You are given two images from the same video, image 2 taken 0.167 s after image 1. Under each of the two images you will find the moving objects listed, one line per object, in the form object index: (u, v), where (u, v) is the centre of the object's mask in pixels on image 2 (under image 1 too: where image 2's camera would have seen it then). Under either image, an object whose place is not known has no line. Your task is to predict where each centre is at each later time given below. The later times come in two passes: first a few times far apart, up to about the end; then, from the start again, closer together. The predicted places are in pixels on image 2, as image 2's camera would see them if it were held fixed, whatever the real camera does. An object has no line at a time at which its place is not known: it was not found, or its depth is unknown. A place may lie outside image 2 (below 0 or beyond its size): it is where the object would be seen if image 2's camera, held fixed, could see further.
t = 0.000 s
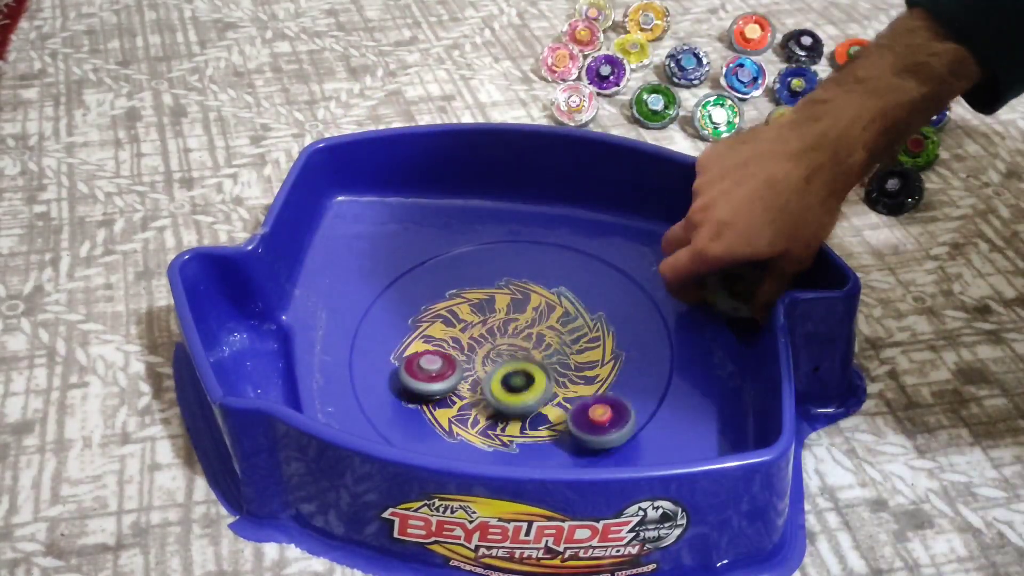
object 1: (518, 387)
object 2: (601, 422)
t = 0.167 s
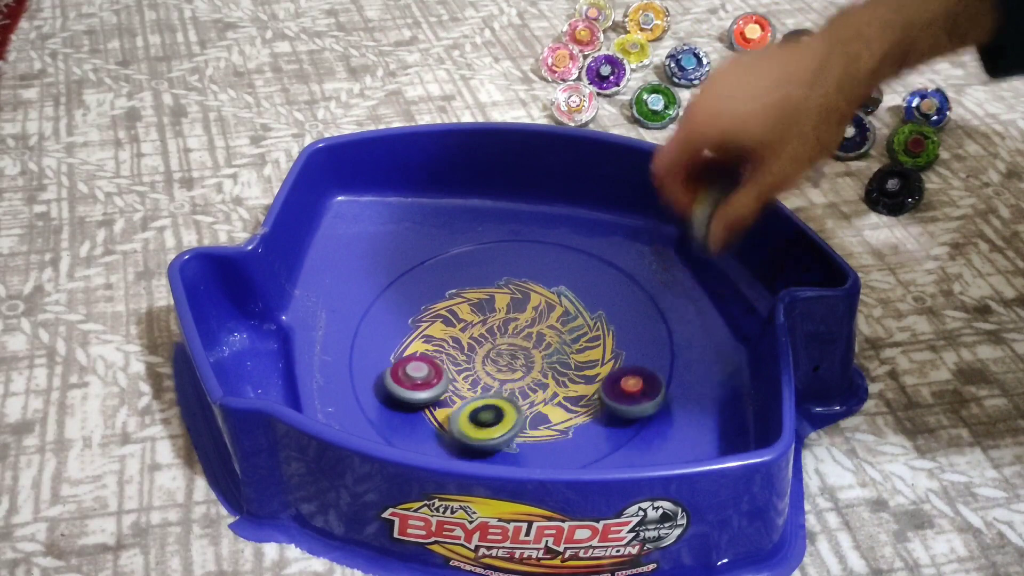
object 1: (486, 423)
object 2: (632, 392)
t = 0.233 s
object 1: (473, 433)
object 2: (623, 380)
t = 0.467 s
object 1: (504, 439)
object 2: (536, 355)
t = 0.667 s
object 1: (512, 423)
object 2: (469, 329)
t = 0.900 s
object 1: (572, 410)
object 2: (436, 235)
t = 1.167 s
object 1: (510, 355)
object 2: (336, 252)
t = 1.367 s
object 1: (605, 364)
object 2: (334, 284)
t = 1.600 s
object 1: (611, 276)
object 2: (397, 336)
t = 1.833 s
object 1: (479, 260)
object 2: (488, 341)
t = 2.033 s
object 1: (420, 344)
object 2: (557, 321)
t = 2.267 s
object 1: (511, 428)
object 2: (603, 283)
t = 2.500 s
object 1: (513, 437)
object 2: (589, 262)
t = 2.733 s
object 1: (544, 399)
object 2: (564, 289)
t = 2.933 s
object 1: (473, 362)
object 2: (550, 310)
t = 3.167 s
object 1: (396, 386)
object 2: (508, 309)
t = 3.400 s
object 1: (456, 409)
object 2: (458, 316)
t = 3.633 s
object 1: (441, 430)
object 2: (417, 340)
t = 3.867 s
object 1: (487, 398)
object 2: (415, 363)
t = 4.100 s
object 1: (566, 340)
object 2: (400, 349)
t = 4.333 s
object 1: (510, 357)
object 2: (370, 358)
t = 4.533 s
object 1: (594, 358)
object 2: (395, 372)
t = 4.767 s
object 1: (621, 310)
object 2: (486, 364)
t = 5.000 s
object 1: (600, 282)
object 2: (523, 359)
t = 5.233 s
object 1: (553, 252)
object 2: (539, 377)
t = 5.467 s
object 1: (505, 313)
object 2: (579, 366)
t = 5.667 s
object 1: (516, 380)
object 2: (585, 352)
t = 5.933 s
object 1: (596, 412)
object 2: (557, 343)
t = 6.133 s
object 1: (606, 380)
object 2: (522, 350)
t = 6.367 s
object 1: (597, 356)
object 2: (461, 371)
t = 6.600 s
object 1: (604, 319)
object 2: (438, 397)
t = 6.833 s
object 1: (531, 315)
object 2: (448, 406)
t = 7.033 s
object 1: (498, 333)
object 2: (476, 409)
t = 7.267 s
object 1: (509, 334)
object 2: (508, 395)
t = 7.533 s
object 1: (490, 276)
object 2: (533, 388)
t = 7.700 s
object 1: (461, 279)
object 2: (536, 368)
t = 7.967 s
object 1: (467, 315)
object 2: (535, 351)
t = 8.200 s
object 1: (460, 321)
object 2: (560, 346)
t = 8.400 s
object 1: (431, 330)
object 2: (560, 341)
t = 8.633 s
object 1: (450, 358)
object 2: (541, 335)
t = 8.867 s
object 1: (467, 375)
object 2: (547, 326)
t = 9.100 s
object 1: (472, 379)
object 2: (531, 323)
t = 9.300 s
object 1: (450, 375)
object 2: (515, 329)
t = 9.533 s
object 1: (446, 369)
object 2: (508, 338)
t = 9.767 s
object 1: (447, 375)
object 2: (501, 332)
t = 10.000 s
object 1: (471, 373)
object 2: (498, 319)
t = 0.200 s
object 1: (478, 427)
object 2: (631, 386)
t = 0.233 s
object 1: (473, 433)
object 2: (623, 380)
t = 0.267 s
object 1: (471, 437)
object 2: (613, 374)
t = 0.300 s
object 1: (472, 441)
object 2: (602, 368)
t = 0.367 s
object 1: (484, 446)
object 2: (575, 360)
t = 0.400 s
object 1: (492, 445)
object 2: (564, 357)
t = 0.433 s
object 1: (499, 443)
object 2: (549, 356)
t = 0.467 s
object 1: (504, 439)
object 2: (536, 355)
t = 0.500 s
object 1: (507, 435)
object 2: (520, 356)
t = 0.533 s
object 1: (509, 429)
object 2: (506, 358)
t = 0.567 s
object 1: (508, 420)
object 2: (493, 360)
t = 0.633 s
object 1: (503, 407)
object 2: (471, 360)
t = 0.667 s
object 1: (512, 423)
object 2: (469, 329)
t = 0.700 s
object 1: (521, 432)
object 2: (467, 303)
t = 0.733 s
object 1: (531, 436)
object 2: (465, 281)
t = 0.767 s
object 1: (540, 436)
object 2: (461, 262)
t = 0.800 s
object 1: (550, 433)
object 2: (457, 248)
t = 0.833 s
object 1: (560, 429)
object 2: (450, 239)
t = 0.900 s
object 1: (572, 410)
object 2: (436, 235)
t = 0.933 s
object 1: (571, 399)
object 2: (425, 235)
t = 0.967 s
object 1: (563, 388)
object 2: (411, 236)
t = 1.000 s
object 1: (553, 377)
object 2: (395, 237)
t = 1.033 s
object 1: (541, 368)
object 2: (381, 238)
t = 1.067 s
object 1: (524, 361)
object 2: (369, 239)
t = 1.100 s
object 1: (507, 358)
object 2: (356, 244)
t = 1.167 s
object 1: (510, 355)
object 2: (336, 252)
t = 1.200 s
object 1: (534, 360)
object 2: (325, 261)
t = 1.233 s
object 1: (554, 368)
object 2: (320, 268)
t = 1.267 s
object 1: (570, 372)
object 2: (317, 275)
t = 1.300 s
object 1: (584, 374)
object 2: (320, 275)
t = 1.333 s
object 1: (596, 371)
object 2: (327, 279)
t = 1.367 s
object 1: (605, 364)
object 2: (334, 284)
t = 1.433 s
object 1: (619, 346)
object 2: (348, 296)
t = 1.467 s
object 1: (624, 333)
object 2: (355, 303)
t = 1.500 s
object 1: (627, 317)
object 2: (365, 313)
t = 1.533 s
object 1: (626, 303)
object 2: (375, 322)
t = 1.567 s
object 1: (621, 289)
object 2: (385, 330)
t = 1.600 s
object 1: (611, 276)
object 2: (397, 336)
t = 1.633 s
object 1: (597, 266)
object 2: (409, 340)
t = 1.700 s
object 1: (562, 250)
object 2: (436, 342)
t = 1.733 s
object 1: (541, 248)
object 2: (450, 343)
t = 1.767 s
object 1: (519, 249)
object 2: (464, 343)
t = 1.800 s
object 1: (499, 253)
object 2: (476, 343)
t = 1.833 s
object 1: (479, 260)
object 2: (488, 341)
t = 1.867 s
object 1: (461, 270)
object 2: (501, 339)
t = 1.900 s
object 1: (446, 282)
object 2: (513, 337)
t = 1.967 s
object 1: (427, 311)
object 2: (536, 331)
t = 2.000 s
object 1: (423, 327)
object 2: (547, 326)
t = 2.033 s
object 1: (420, 344)
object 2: (557, 321)
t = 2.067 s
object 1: (421, 360)
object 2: (566, 316)
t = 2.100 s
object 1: (427, 376)
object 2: (574, 311)
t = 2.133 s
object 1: (437, 392)
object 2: (582, 306)
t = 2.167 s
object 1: (450, 406)
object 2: (589, 300)
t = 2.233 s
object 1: (488, 425)
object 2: (600, 289)
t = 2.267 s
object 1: (511, 428)
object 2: (603, 283)
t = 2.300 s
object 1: (516, 428)
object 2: (605, 277)
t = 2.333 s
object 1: (507, 434)
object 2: (605, 272)
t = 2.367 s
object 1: (503, 437)
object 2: (604, 269)
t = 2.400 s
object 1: (502, 438)
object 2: (602, 265)
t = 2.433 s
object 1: (503, 437)
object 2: (598, 263)
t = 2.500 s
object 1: (513, 437)
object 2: (589, 262)
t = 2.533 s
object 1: (522, 436)
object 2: (585, 264)
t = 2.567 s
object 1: (528, 434)
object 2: (580, 266)
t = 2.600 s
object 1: (536, 430)
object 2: (576, 269)
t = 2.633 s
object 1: (541, 424)
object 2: (571, 273)
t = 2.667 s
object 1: (544, 418)
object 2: (568, 278)
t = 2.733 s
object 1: (544, 399)
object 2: (564, 289)
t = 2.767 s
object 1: (538, 389)
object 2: (562, 295)
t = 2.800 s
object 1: (529, 381)
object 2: (561, 301)
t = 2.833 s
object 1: (516, 374)
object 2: (560, 307)
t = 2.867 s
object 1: (503, 368)
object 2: (559, 312)
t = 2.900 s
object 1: (488, 365)
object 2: (554, 310)
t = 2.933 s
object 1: (473, 362)
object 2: (550, 310)
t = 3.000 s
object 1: (444, 362)
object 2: (540, 315)
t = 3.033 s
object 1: (429, 364)
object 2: (535, 309)
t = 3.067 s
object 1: (418, 369)
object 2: (529, 305)
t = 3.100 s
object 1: (408, 374)
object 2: (522, 304)
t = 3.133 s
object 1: (400, 380)
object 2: (514, 305)
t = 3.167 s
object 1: (396, 386)
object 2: (508, 309)
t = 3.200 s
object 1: (394, 394)
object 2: (502, 315)
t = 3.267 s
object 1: (405, 408)
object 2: (490, 321)
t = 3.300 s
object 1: (416, 413)
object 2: (483, 321)
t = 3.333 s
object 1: (429, 415)
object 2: (477, 323)
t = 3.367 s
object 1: (442, 413)
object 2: (468, 320)
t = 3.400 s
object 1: (456, 409)
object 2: (458, 316)
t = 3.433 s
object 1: (452, 411)
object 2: (450, 318)
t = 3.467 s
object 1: (439, 417)
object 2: (443, 320)
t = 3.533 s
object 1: (429, 425)
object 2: (431, 327)
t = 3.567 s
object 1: (431, 427)
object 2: (425, 331)
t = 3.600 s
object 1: (435, 429)
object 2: (421, 335)
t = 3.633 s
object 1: (441, 430)
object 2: (417, 340)
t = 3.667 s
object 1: (448, 430)
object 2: (415, 345)
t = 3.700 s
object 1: (456, 429)
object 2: (413, 350)
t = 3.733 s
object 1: (463, 424)
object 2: (413, 356)
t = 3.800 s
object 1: (472, 411)
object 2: (417, 364)
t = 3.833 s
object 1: (475, 402)
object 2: (420, 368)
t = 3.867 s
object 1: (487, 398)
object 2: (415, 363)
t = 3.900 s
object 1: (508, 400)
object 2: (403, 354)
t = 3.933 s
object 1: (528, 396)
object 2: (396, 345)
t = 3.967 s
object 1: (543, 389)
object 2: (394, 341)
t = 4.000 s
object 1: (555, 378)
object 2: (394, 341)
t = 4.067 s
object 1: (565, 352)
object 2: (396, 347)
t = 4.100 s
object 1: (566, 340)
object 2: (400, 349)
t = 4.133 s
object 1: (565, 326)
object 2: (405, 352)
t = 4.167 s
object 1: (559, 317)
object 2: (409, 354)
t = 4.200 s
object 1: (533, 320)
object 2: (413, 355)
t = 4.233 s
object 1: (507, 335)
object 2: (419, 356)
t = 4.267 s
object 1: (489, 340)
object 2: (421, 358)
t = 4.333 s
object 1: (510, 357)
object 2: (370, 358)
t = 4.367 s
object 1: (528, 360)
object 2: (357, 357)
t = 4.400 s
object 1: (543, 367)
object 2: (352, 357)
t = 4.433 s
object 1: (555, 369)
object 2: (357, 361)
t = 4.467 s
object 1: (568, 368)
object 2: (367, 366)
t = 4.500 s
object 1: (582, 364)
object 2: (381, 370)
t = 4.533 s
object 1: (594, 358)
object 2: (395, 372)
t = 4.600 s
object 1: (614, 344)
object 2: (422, 373)
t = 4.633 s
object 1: (621, 338)
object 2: (434, 373)
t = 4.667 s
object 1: (623, 332)
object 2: (450, 371)
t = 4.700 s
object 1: (625, 324)
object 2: (462, 370)
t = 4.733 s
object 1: (624, 316)
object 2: (474, 368)
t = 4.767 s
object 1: (621, 310)
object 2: (486, 364)
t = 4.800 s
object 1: (614, 305)
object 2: (497, 361)
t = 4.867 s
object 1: (594, 298)
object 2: (517, 354)
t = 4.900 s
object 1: (585, 297)
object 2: (529, 348)
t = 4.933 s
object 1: (585, 298)
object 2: (539, 344)
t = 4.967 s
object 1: (591, 292)
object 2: (534, 349)
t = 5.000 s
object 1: (600, 282)
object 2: (523, 359)
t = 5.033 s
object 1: (603, 274)
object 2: (514, 366)
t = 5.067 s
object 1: (601, 266)
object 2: (510, 370)
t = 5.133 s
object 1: (587, 253)
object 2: (516, 374)
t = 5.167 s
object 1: (577, 250)
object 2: (523, 376)
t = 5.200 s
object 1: (565, 249)
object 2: (531, 377)
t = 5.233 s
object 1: (553, 252)
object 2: (539, 377)
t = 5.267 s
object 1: (541, 257)
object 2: (547, 377)
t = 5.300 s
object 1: (530, 264)
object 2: (553, 376)
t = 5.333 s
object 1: (523, 272)
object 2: (560, 375)
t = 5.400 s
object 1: (512, 292)
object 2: (571, 371)
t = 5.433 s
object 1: (508, 302)
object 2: (575, 368)
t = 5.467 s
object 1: (505, 313)
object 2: (579, 366)
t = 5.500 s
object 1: (505, 325)
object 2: (581, 364)
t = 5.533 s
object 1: (504, 337)
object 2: (583, 362)
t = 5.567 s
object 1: (505, 349)
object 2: (584, 359)
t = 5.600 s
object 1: (507, 360)
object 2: (585, 356)
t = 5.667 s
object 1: (516, 380)
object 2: (585, 352)
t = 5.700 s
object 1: (523, 388)
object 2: (583, 350)
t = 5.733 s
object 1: (531, 396)
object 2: (581, 348)
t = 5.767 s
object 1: (540, 403)
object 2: (578, 346)
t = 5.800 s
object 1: (552, 408)
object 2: (575, 346)
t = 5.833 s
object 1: (563, 412)
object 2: (571, 345)
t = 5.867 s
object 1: (575, 414)
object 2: (567, 344)
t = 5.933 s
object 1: (596, 412)
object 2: (557, 343)
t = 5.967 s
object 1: (604, 409)
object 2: (551, 343)
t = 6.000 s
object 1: (609, 403)
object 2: (545, 344)
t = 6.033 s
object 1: (613, 398)
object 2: (539, 345)
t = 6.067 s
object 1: (613, 392)
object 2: (534, 346)
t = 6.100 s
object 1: (611, 386)
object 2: (529, 347)
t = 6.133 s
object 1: (606, 380)
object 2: (522, 350)
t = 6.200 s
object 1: (591, 368)
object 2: (511, 354)
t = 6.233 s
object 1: (579, 364)
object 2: (506, 357)
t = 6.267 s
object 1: (568, 359)
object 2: (500, 359)
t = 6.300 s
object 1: (567, 356)
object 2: (480, 359)
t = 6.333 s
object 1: (585, 356)
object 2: (470, 365)
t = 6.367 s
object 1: (597, 356)
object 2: (461, 371)
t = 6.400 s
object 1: (606, 353)
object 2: (454, 376)
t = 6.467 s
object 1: (615, 341)
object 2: (445, 384)
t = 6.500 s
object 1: (615, 333)
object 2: (442, 388)
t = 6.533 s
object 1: (613, 328)
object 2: (439, 392)
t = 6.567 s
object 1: (610, 323)
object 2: (438, 394)
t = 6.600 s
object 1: (604, 319)
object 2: (438, 397)
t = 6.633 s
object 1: (596, 315)
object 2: (438, 400)
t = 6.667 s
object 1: (587, 312)
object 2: (438, 402)
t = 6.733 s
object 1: (566, 310)
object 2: (441, 405)
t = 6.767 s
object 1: (554, 310)
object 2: (442, 406)
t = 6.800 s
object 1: (543, 312)
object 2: (445, 406)
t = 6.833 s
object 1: (531, 315)
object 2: (448, 406)
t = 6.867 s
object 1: (519, 319)
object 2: (451, 406)
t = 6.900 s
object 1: (508, 323)
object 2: (456, 407)
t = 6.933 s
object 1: (501, 327)
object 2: (460, 409)
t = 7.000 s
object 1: (499, 330)
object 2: (470, 411)
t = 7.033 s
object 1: (498, 333)
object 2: (476, 409)
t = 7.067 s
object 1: (498, 336)
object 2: (482, 406)
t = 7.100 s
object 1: (498, 338)
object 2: (488, 404)
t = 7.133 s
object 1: (499, 341)
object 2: (493, 401)
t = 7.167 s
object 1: (501, 342)
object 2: (497, 397)
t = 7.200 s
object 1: (504, 341)
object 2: (501, 396)
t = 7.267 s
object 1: (509, 334)
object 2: (508, 395)
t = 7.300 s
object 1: (511, 324)
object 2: (509, 401)
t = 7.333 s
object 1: (512, 314)
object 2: (511, 403)
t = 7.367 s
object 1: (511, 305)
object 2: (515, 402)
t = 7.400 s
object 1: (509, 297)
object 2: (520, 400)
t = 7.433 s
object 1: (506, 291)
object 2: (524, 397)
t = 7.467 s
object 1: (502, 285)
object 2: (528, 394)
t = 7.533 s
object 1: (490, 276)
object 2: (533, 388)
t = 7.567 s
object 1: (484, 273)
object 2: (535, 384)
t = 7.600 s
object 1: (478, 272)
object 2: (536, 380)
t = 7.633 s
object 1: (471, 273)
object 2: (537, 376)
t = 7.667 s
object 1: (465, 275)
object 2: (537, 372)
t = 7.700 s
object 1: (461, 279)
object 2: (536, 368)
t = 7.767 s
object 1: (458, 288)
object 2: (534, 360)
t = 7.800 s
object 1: (459, 294)
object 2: (532, 357)
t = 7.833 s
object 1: (461, 300)
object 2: (530, 353)
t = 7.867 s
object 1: (464, 305)
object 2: (527, 350)
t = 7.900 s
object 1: (469, 312)
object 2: (524, 347)
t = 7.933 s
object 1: (469, 313)
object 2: (531, 349)
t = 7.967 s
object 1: (467, 315)
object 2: (535, 351)
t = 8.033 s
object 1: (469, 321)
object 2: (538, 350)
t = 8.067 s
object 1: (471, 324)
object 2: (539, 348)
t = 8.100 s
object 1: (474, 326)
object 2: (539, 346)
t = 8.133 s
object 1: (476, 328)
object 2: (541, 344)
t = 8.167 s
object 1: (467, 324)
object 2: (551, 345)
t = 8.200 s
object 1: (460, 321)
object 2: (560, 346)
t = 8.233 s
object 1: (454, 318)
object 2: (562, 348)
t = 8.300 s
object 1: (444, 321)
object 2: (562, 346)
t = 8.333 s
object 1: (439, 324)
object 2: (562, 345)
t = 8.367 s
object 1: (434, 326)
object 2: (561, 342)
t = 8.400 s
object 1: (431, 330)
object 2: (560, 341)
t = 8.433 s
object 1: (429, 334)
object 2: (559, 340)
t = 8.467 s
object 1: (429, 338)
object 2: (557, 338)
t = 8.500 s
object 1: (430, 342)
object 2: (554, 337)
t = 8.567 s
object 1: (437, 351)
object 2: (548, 335)
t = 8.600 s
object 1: (443, 355)
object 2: (545, 335)
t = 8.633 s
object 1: (450, 358)
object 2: (541, 335)
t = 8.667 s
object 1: (458, 361)
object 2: (536, 336)
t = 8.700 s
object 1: (467, 361)
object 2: (533, 336)
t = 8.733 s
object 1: (475, 362)
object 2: (532, 336)
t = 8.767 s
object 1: (469, 366)
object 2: (541, 333)
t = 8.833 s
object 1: (465, 371)
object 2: (547, 328)
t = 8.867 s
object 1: (467, 375)
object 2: (547, 326)
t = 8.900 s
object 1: (470, 378)
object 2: (544, 326)
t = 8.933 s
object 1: (473, 380)
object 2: (543, 324)
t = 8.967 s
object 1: (477, 382)
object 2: (540, 323)
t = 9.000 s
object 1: (483, 383)
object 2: (538, 323)
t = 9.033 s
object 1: (487, 383)
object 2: (536, 322)
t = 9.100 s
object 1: (472, 379)
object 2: (531, 323)
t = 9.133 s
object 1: (468, 378)
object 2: (528, 323)
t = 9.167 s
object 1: (463, 378)
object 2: (525, 324)
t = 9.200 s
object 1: (460, 377)
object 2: (523, 324)
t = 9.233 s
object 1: (456, 376)
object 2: (520, 326)
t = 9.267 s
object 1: (453, 375)
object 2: (517, 328)
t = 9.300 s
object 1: (450, 375)
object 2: (515, 329)
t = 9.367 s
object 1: (447, 373)
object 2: (511, 332)
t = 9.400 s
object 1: (446, 372)
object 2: (510, 333)
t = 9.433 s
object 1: (447, 371)
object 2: (507, 335)
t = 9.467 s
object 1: (449, 369)
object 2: (506, 337)
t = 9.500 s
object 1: (450, 368)
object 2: (504, 339)
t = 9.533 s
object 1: (446, 369)
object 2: (508, 338)
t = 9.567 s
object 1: (444, 370)
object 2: (511, 336)
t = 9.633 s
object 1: (440, 373)
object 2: (510, 335)
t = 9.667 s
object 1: (439, 374)
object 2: (507, 333)
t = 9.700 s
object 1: (441, 375)
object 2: (505, 332)
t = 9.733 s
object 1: (444, 375)
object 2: (503, 332)
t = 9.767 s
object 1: (447, 375)
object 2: (501, 332)
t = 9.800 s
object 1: (451, 374)
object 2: (500, 332)
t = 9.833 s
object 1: (456, 372)
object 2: (498, 331)
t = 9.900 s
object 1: (462, 371)
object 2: (498, 326)
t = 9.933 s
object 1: (464, 372)
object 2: (499, 323)
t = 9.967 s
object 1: (468, 373)
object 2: (499, 321)
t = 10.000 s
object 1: (471, 373)
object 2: (498, 319)
